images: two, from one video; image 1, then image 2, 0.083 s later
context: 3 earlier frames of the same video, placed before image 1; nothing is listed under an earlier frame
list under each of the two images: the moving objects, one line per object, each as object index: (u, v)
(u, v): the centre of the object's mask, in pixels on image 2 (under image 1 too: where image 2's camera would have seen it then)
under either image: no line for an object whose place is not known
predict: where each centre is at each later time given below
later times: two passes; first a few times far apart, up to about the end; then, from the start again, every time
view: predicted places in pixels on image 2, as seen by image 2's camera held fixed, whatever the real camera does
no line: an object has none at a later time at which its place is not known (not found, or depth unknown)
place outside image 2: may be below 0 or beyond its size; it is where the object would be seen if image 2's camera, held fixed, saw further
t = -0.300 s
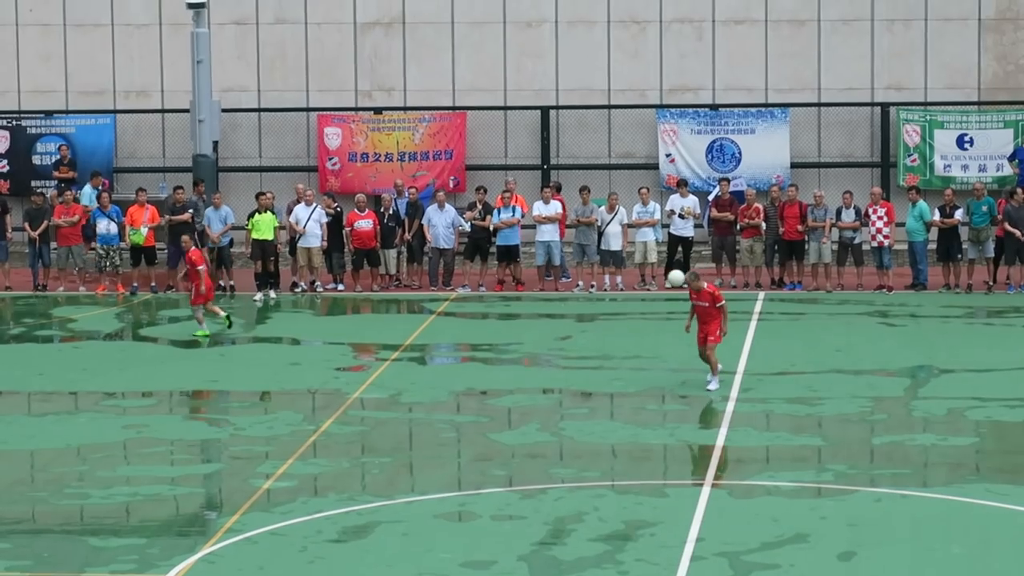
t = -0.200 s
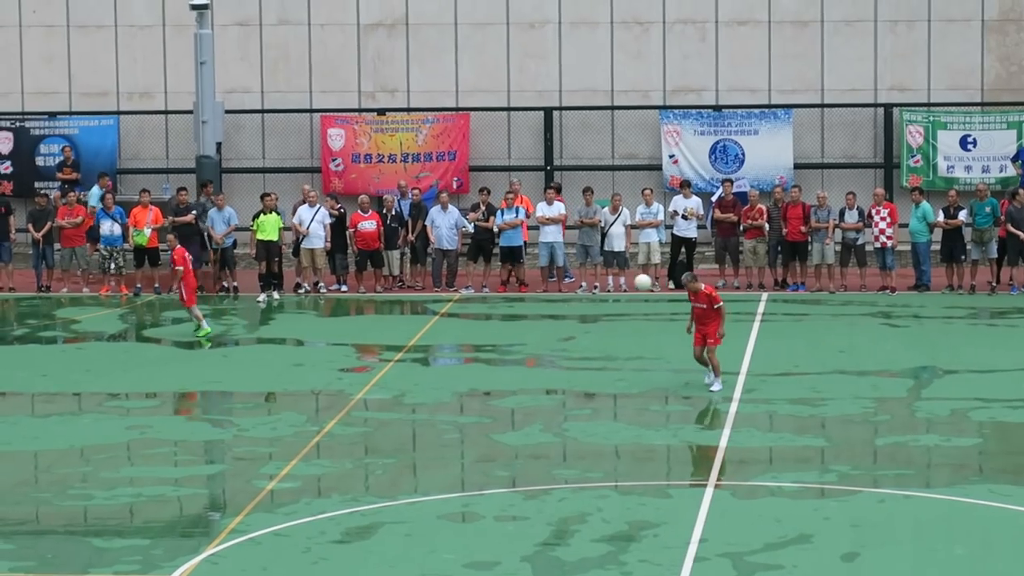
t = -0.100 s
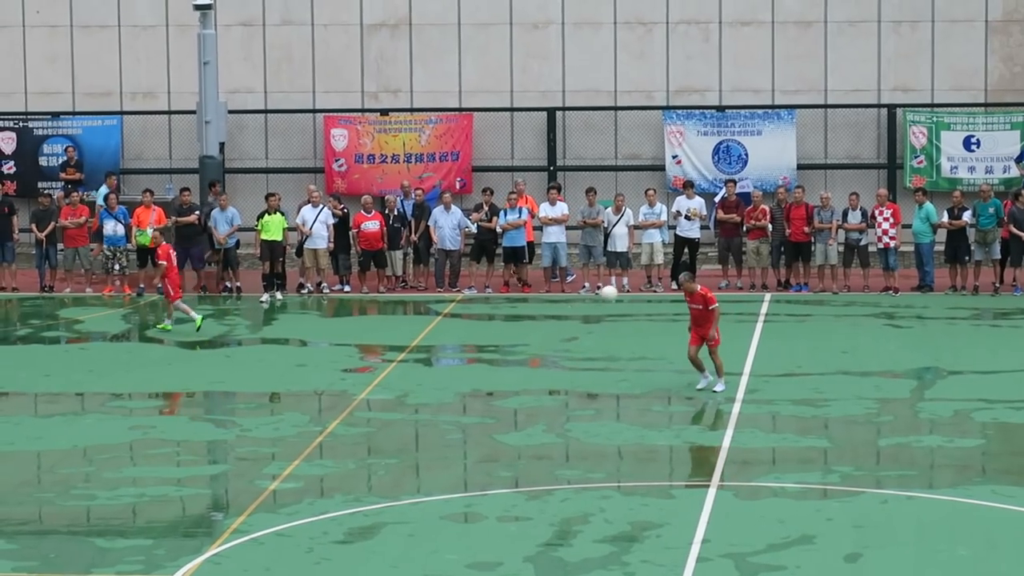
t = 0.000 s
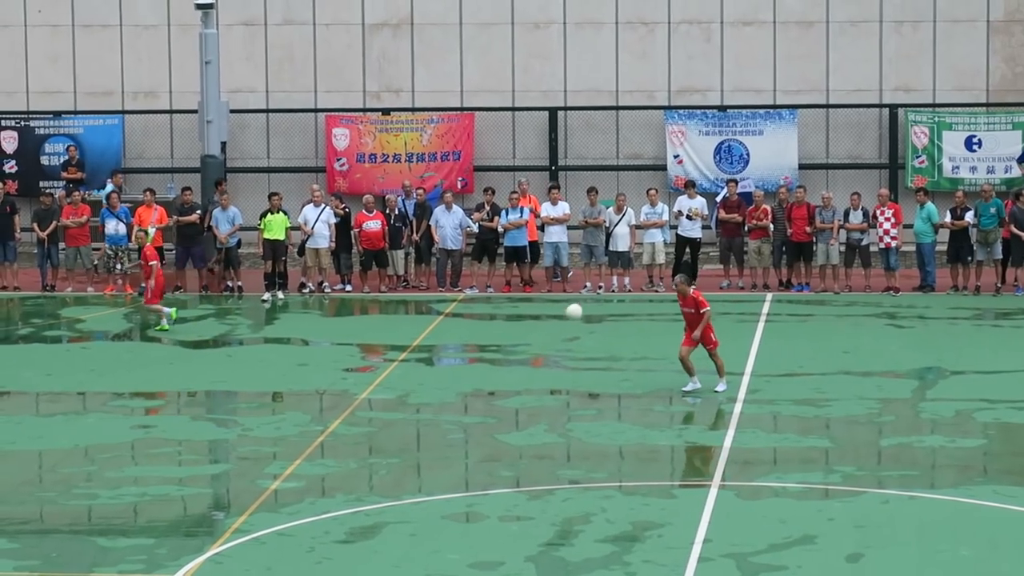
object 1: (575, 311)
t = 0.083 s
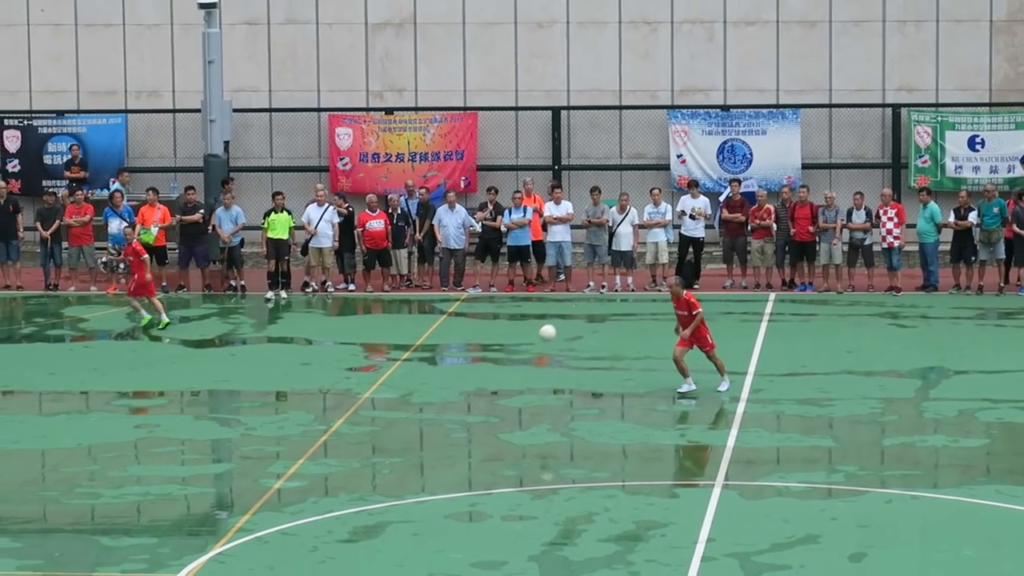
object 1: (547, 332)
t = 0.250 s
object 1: (490, 390)
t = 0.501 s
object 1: (410, 368)
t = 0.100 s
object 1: (542, 337)
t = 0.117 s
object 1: (536, 342)
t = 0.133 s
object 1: (530, 347)
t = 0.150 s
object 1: (525, 352)
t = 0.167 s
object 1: (519, 359)
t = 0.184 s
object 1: (513, 365)
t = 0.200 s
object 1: (507, 371)
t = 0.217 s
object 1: (501, 377)
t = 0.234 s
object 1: (495, 384)
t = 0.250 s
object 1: (490, 390)
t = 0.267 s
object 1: (484, 398)
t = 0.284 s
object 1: (478, 399)
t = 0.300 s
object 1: (473, 395)
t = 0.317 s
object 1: (468, 392)
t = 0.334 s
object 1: (463, 388)
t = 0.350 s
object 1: (458, 385)
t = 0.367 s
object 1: (452, 382)
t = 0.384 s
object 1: (447, 380)
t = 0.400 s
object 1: (442, 377)
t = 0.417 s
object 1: (436, 375)
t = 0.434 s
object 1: (431, 373)
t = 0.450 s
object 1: (426, 371)
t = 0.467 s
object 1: (420, 370)
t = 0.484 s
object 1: (415, 368)
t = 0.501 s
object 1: (410, 368)
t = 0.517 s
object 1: (405, 367)
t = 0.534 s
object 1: (400, 366)
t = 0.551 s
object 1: (394, 366)
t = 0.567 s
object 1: (390, 365)
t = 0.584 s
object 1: (385, 365)
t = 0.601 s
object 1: (379, 365)
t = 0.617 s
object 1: (374, 366)
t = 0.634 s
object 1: (369, 367)
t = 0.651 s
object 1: (364, 368)
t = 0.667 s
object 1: (359, 368)
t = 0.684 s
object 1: (353, 370)
